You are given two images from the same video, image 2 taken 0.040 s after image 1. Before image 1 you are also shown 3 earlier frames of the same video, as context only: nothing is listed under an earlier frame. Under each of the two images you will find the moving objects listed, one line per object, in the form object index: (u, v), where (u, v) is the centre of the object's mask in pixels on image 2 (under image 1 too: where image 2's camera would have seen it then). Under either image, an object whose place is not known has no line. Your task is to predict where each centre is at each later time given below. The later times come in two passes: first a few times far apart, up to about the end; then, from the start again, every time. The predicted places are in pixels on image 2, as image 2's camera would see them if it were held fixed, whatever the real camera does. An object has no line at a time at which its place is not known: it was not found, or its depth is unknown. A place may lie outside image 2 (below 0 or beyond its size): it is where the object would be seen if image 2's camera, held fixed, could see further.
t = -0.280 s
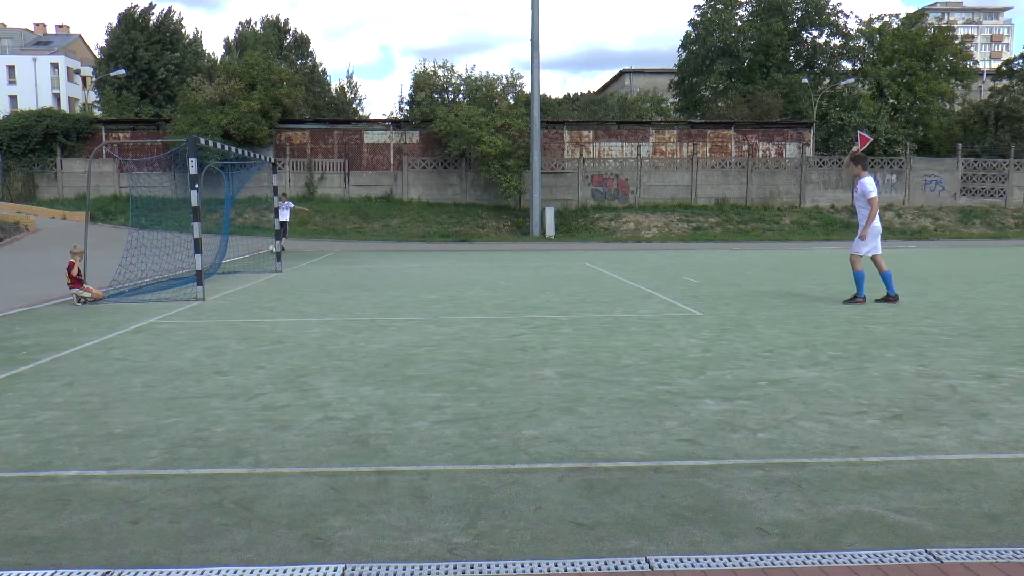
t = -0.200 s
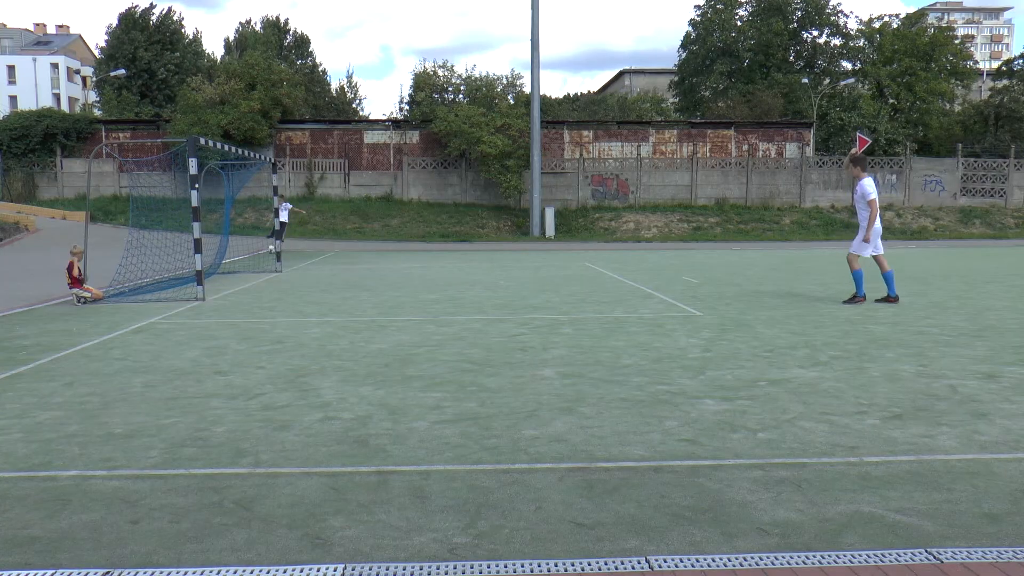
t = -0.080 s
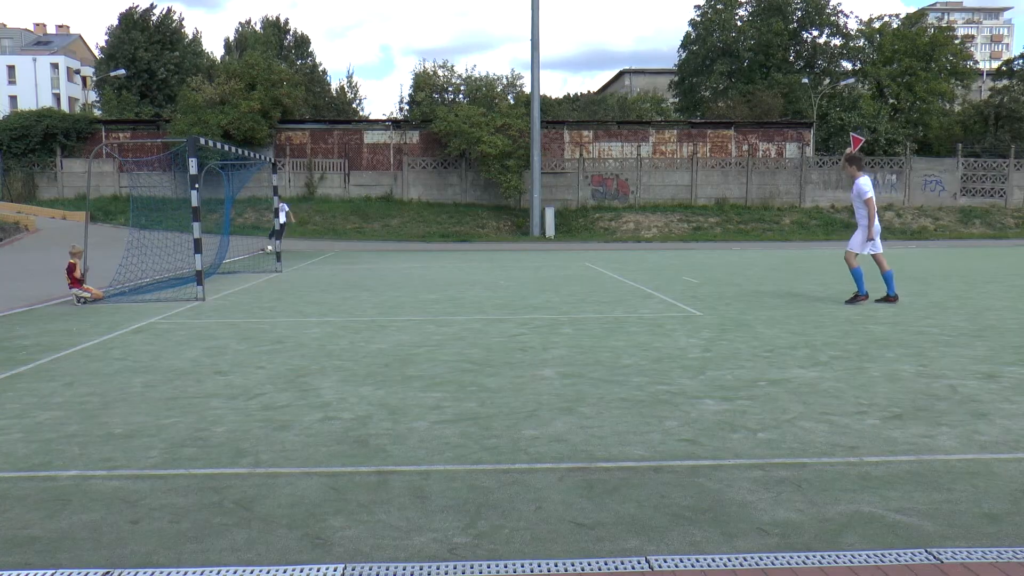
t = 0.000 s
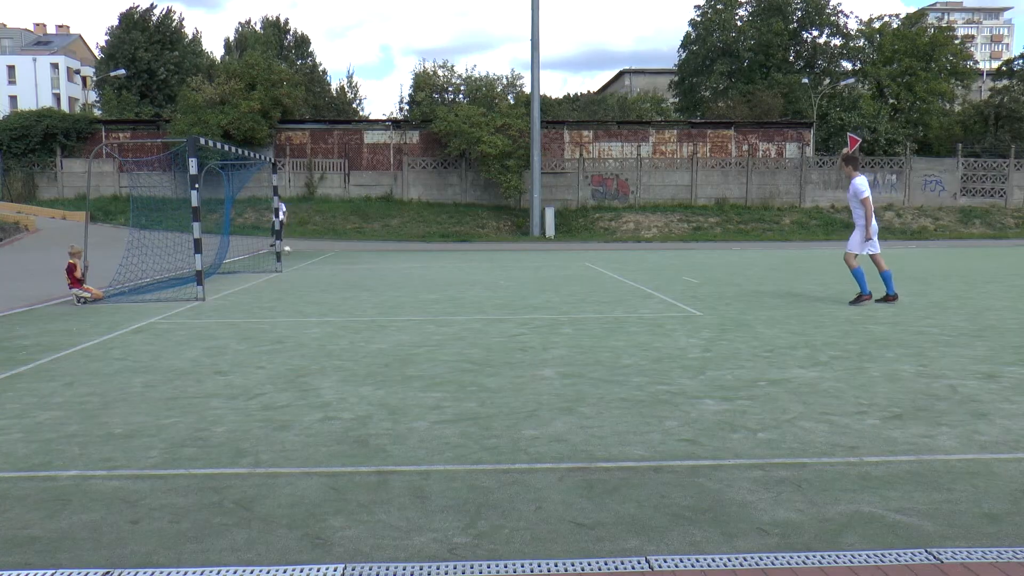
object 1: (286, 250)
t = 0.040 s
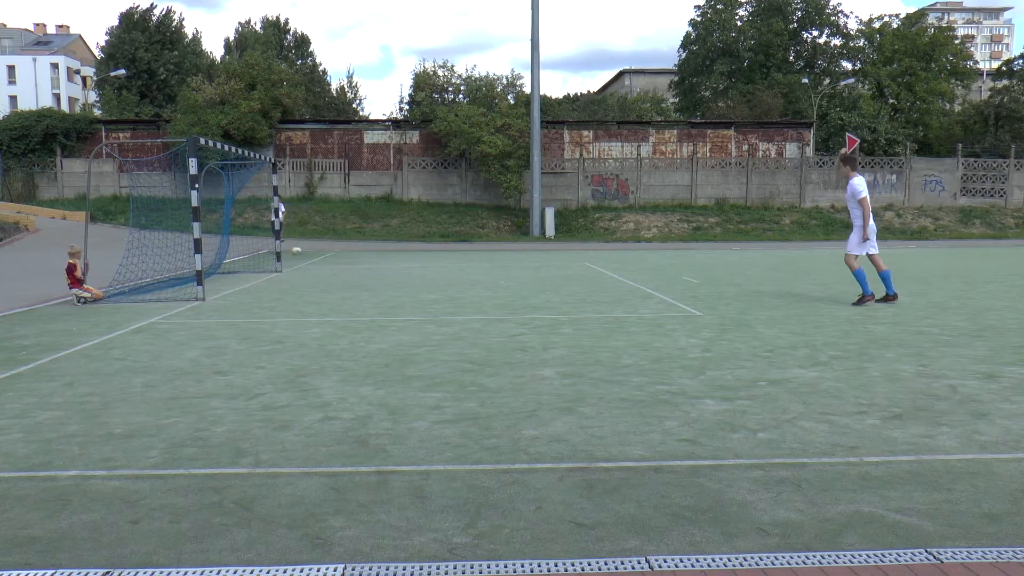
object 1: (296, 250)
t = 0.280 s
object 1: (354, 254)
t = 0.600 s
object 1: (433, 260)
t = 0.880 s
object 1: (512, 261)
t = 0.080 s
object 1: (307, 252)
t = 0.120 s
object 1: (316, 252)
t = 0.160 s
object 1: (325, 252)
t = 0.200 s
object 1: (335, 253)
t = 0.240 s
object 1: (345, 255)
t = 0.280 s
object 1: (354, 254)
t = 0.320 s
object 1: (364, 254)
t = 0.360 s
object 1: (373, 255)
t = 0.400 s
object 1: (384, 257)
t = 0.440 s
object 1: (393, 258)
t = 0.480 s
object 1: (403, 257)
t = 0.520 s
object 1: (412, 257)
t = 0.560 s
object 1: (423, 258)
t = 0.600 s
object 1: (433, 260)
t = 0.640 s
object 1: (443, 260)
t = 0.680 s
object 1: (454, 259)
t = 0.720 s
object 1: (465, 259)
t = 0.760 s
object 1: (477, 261)
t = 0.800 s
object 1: (488, 263)
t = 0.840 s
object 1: (500, 261)
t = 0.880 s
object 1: (512, 261)
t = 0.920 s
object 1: (524, 260)
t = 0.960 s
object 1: (538, 261)
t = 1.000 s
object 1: (550, 263)
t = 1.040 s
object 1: (563, 266)
